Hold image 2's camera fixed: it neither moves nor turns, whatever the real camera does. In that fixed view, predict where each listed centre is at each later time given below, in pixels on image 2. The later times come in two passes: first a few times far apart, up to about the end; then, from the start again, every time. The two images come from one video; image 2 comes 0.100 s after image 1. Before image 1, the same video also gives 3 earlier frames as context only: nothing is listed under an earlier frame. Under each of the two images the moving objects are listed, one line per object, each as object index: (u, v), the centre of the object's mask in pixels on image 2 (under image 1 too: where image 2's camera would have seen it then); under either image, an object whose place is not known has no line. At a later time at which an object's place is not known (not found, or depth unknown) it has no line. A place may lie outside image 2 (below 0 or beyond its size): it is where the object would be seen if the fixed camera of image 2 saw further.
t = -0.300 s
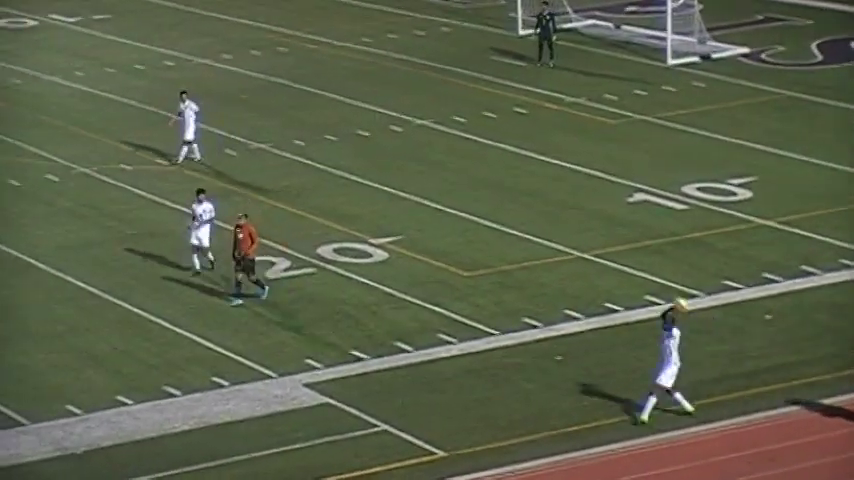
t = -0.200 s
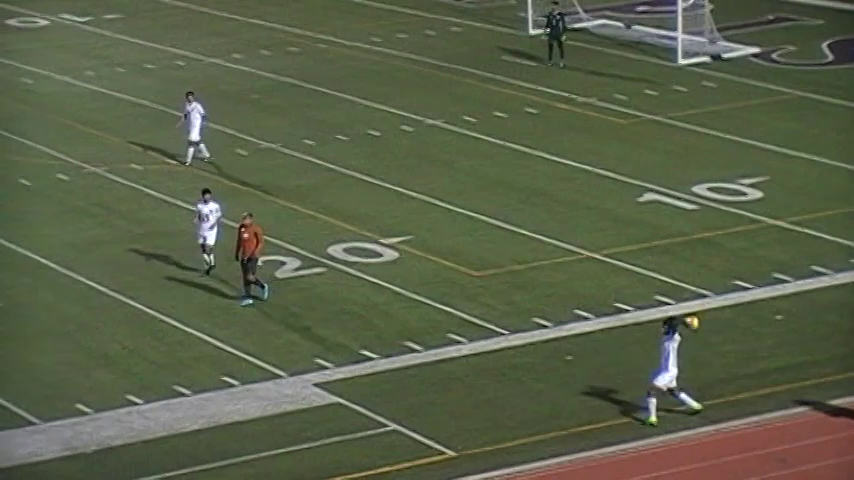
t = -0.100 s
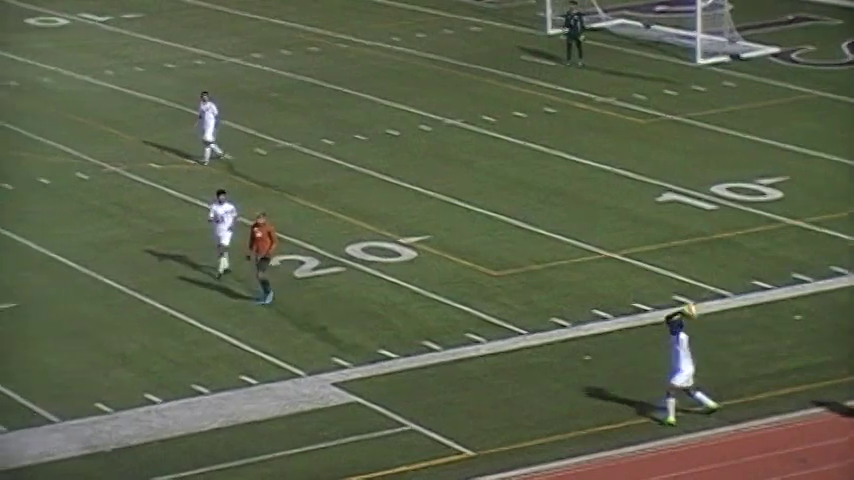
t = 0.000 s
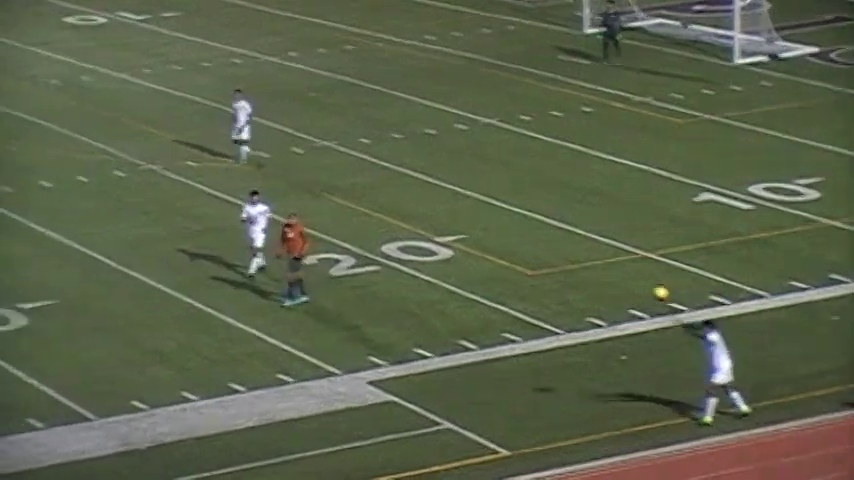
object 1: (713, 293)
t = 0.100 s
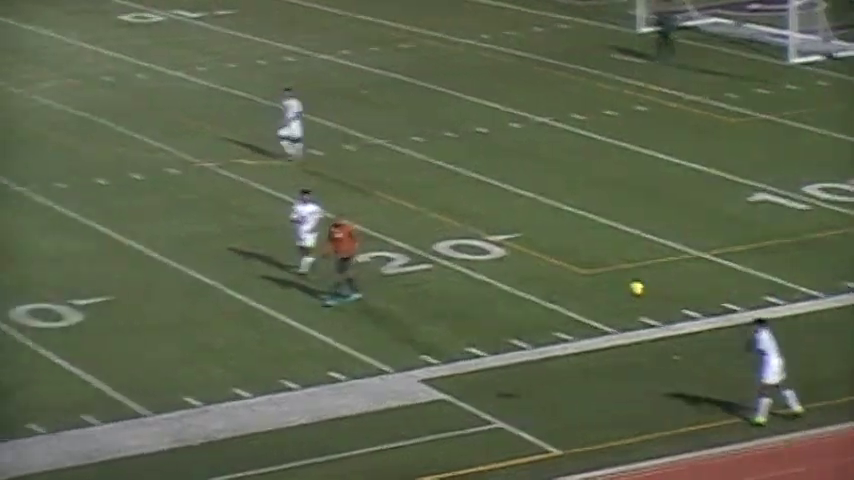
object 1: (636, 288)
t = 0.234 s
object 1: (535, 290)
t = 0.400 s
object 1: (410, 305)
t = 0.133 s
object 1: (612, 288)
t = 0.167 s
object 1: (586, 288)
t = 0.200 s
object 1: (561, 289)
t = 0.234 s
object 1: (535, 290)
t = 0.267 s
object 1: (511, 292)
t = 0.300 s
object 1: (485, 294)
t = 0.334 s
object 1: (460, 297)
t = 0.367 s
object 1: (435, 300)
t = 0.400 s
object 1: (410, 305)
